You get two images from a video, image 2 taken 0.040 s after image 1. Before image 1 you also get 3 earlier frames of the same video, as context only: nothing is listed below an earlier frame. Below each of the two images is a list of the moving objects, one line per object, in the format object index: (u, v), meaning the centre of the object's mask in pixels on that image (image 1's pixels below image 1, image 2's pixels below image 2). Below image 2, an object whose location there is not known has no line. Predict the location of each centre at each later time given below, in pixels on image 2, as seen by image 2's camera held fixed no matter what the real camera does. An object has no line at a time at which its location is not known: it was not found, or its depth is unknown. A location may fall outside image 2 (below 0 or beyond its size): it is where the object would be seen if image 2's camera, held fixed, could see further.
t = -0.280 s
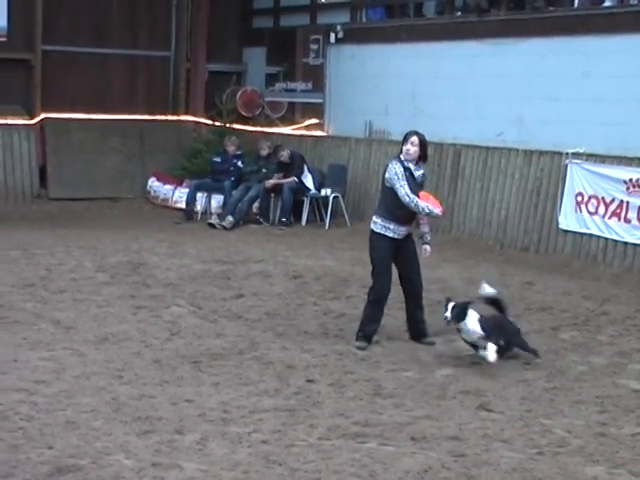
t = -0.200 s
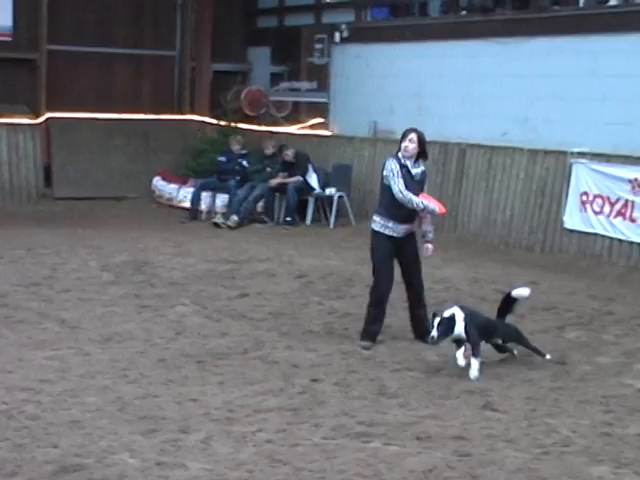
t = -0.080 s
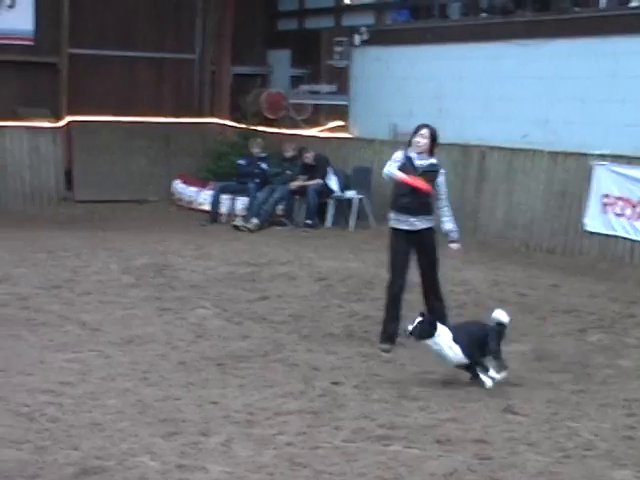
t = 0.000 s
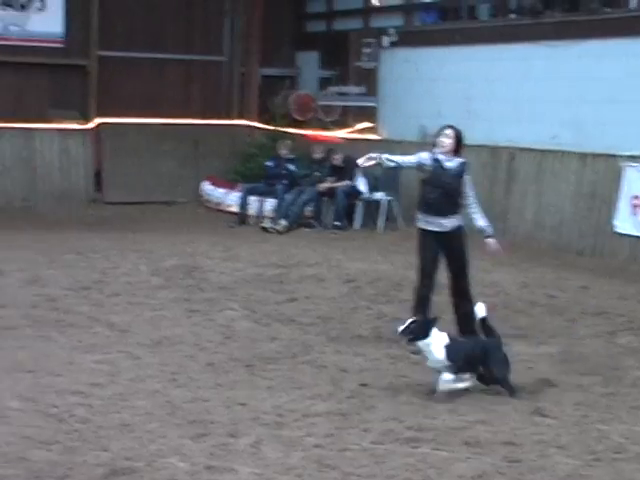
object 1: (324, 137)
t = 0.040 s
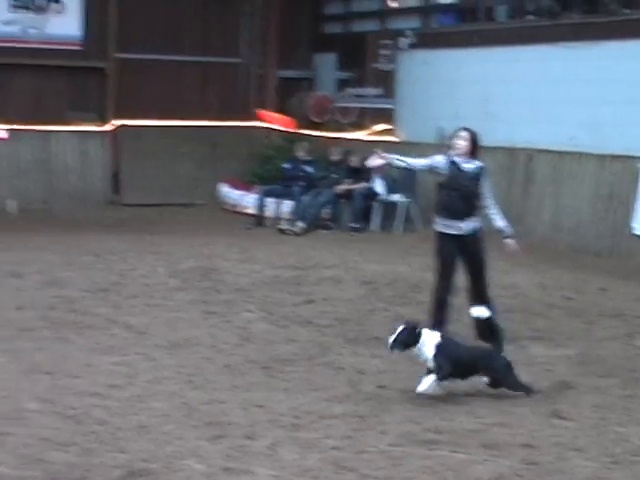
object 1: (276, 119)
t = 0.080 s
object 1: (213, 102)
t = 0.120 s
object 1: (154, 87)
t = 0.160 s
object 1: (92, 74)
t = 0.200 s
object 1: (35, 61)
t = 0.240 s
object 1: (-22, 50)
